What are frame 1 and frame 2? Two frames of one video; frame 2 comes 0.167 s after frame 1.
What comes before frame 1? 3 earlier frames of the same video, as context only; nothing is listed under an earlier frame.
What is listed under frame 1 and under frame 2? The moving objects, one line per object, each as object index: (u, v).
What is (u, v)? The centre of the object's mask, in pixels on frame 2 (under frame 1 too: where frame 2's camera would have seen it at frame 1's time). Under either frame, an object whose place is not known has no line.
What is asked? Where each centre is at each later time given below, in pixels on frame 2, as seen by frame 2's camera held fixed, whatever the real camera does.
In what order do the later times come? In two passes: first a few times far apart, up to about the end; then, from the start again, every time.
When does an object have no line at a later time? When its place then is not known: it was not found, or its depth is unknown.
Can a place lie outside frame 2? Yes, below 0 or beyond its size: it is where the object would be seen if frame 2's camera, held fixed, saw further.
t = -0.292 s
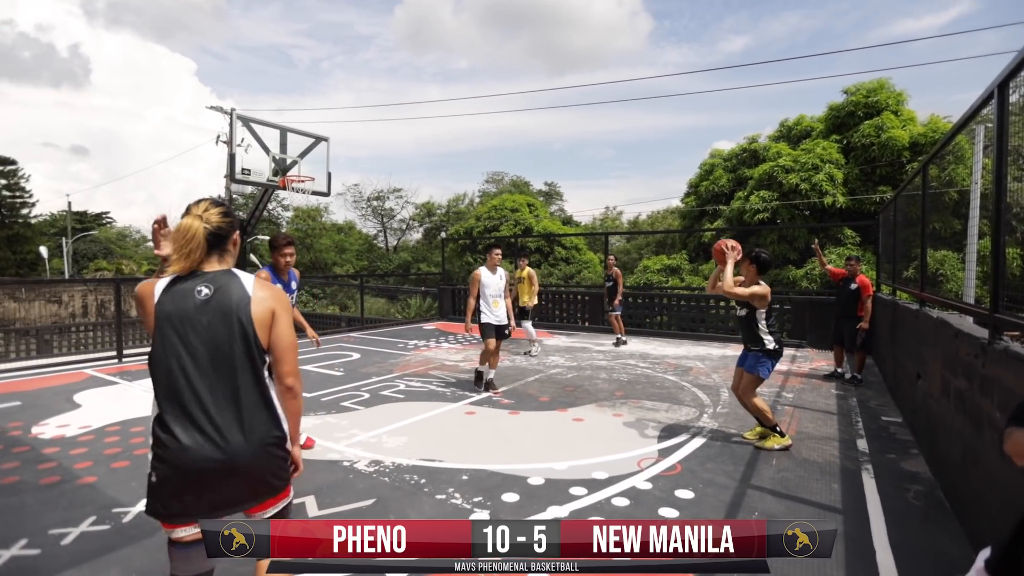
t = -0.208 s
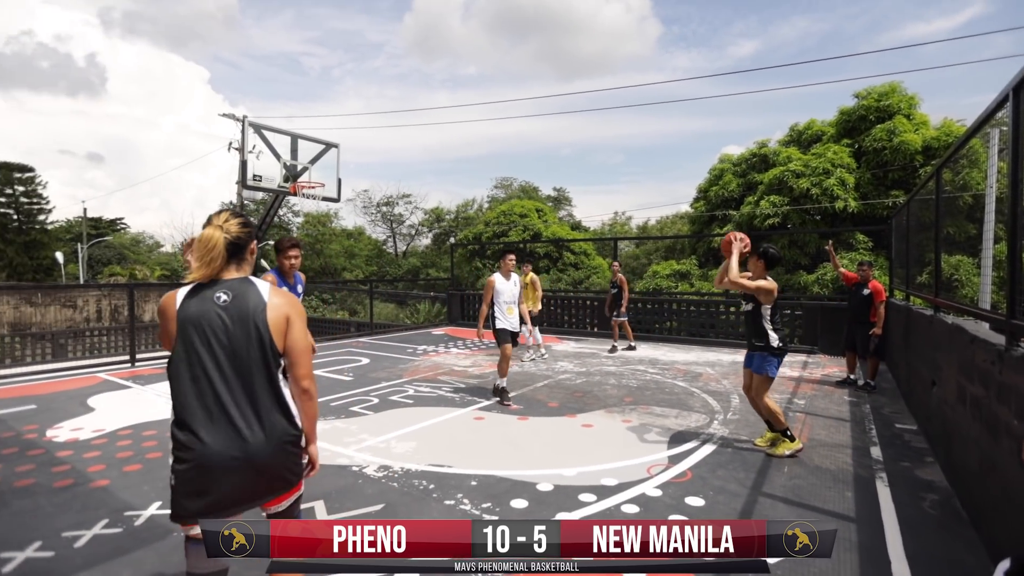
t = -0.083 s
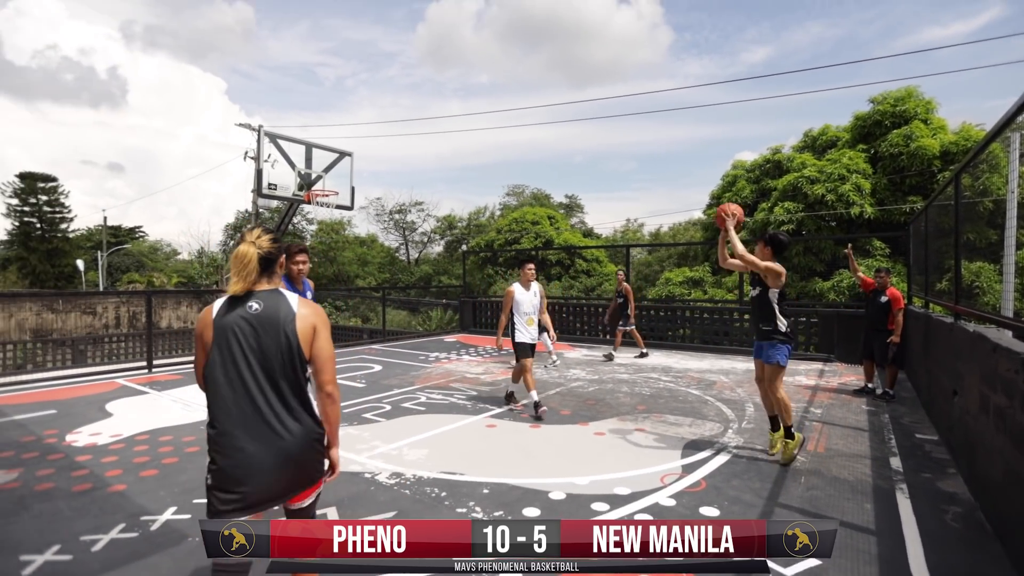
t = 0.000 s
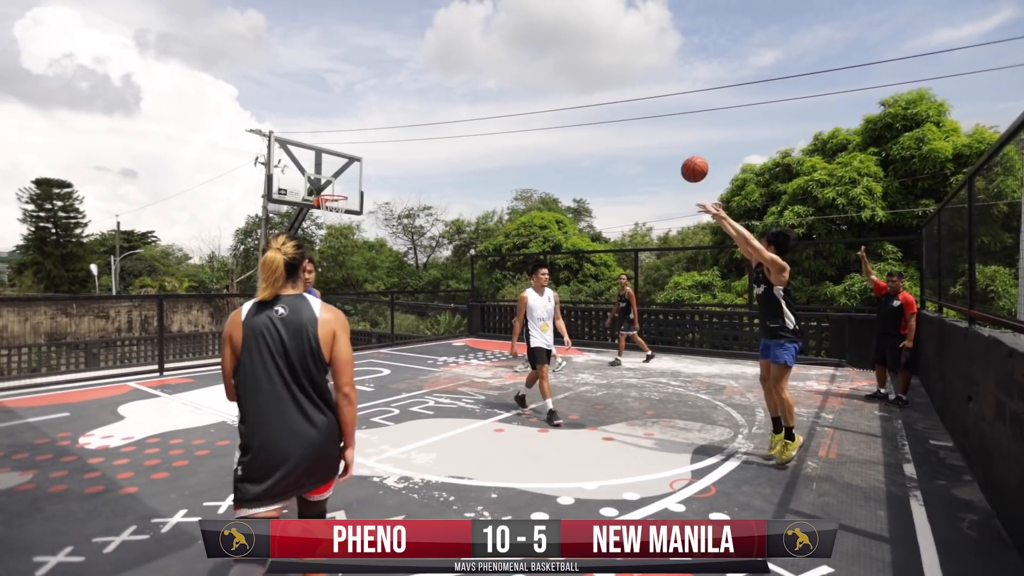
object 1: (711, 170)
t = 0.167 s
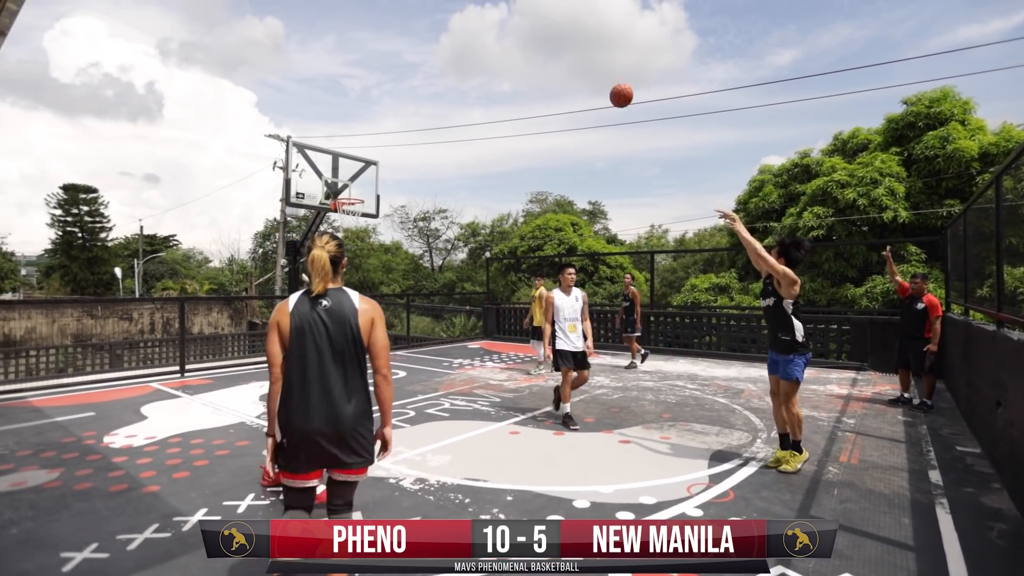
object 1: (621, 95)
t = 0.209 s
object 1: (598, 81)
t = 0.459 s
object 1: (506, 51)
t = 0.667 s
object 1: (451, 63)
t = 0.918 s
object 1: (398, 108)
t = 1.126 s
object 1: (362, 167)
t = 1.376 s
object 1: (376, 172)
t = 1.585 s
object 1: (409, 154)
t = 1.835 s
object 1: (449, 163)
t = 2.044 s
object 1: (484, 200)
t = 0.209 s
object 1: (598, 81)
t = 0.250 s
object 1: (584, 74)
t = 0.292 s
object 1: (564, 64)
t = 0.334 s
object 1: (551, 60)
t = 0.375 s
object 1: (533, 55)
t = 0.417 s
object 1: (522, 53)
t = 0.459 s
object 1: (506, 51)
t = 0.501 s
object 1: (496, 51)
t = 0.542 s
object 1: (482, 53)
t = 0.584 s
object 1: (473, 55)
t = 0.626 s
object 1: (459, 59)
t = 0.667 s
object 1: (451, 63)
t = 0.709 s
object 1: (440, 70)
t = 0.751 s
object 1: (432, 75)
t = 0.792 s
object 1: (421, 84)
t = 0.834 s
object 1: (414, 90)
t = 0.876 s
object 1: (404, 101)
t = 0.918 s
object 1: (398, 108)
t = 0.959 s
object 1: (389, 121)
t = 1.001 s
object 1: (383, 129)
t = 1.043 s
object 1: (375, 143)
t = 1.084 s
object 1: (369, 152)
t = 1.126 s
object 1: (362, 167)
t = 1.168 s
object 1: (357, 178)
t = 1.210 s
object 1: (350, 192)
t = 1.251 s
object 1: (355, 195)
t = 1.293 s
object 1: (363, 186)
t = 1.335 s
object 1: (368, 180)
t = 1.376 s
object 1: (376, 172)
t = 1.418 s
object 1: (382, 168)
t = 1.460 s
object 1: (390, 162)
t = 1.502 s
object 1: (395, 159)
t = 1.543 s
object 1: (403, 156)
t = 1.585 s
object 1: (409, 154)
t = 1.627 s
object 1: (416, 154)
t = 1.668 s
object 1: (422, 154)
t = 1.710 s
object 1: (430, 155)
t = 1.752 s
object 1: (435, 156)
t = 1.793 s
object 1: (443, 160)
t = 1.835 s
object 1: (449, 163)
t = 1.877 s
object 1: (457, 169)
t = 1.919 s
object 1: (462, 174)
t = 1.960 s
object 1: (471, 183)
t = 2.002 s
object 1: (476, 189)
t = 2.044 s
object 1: (484, 200)
